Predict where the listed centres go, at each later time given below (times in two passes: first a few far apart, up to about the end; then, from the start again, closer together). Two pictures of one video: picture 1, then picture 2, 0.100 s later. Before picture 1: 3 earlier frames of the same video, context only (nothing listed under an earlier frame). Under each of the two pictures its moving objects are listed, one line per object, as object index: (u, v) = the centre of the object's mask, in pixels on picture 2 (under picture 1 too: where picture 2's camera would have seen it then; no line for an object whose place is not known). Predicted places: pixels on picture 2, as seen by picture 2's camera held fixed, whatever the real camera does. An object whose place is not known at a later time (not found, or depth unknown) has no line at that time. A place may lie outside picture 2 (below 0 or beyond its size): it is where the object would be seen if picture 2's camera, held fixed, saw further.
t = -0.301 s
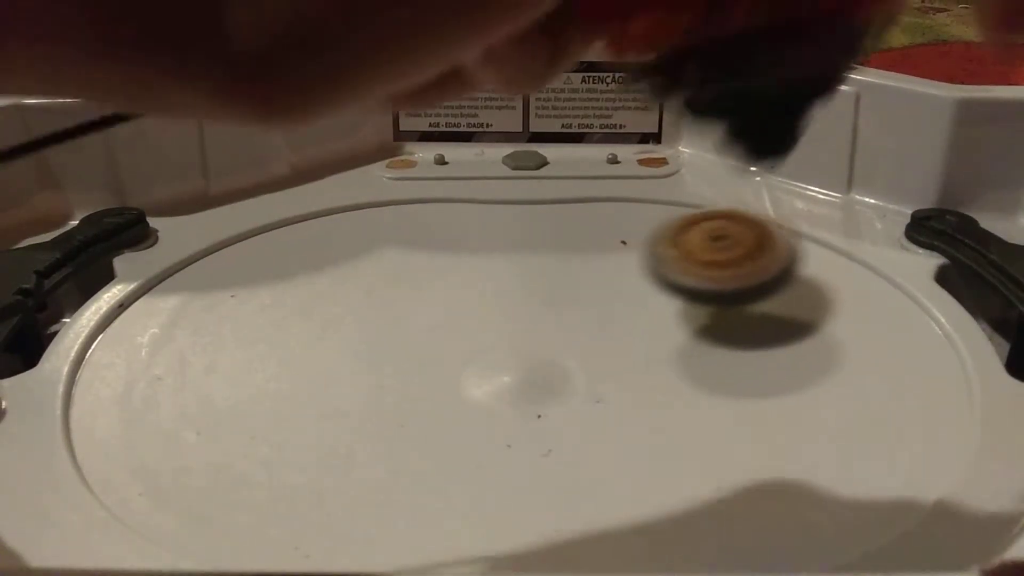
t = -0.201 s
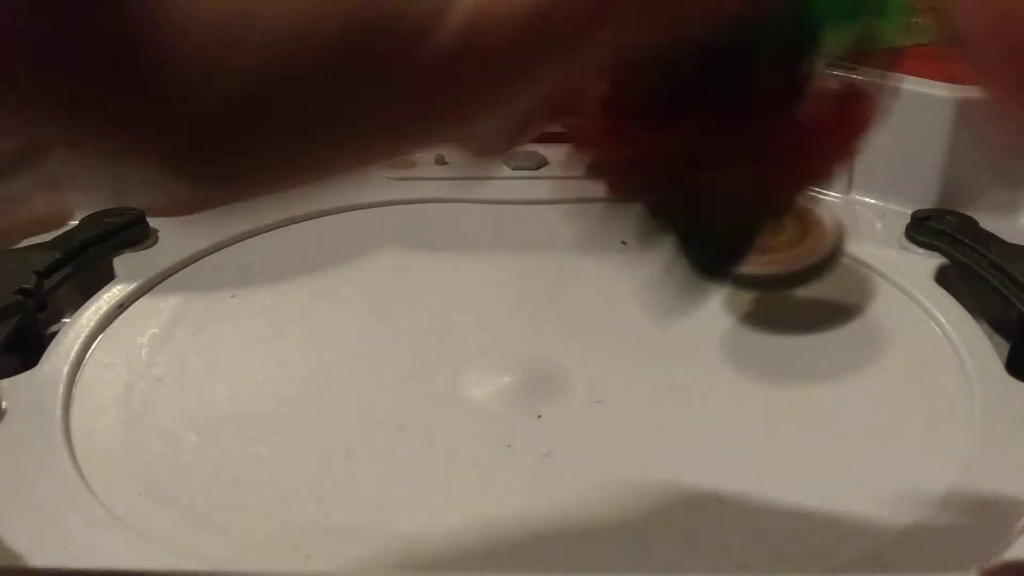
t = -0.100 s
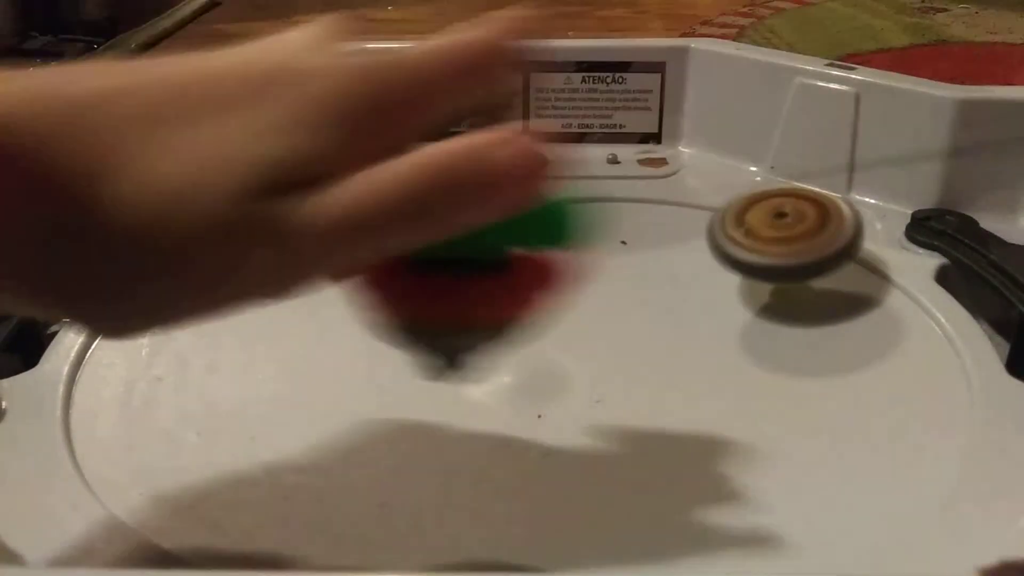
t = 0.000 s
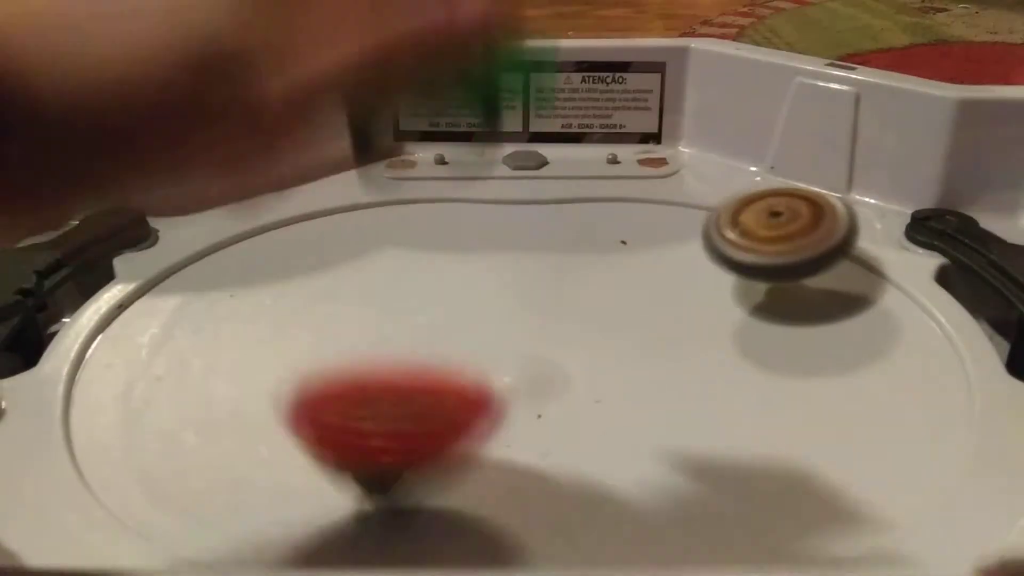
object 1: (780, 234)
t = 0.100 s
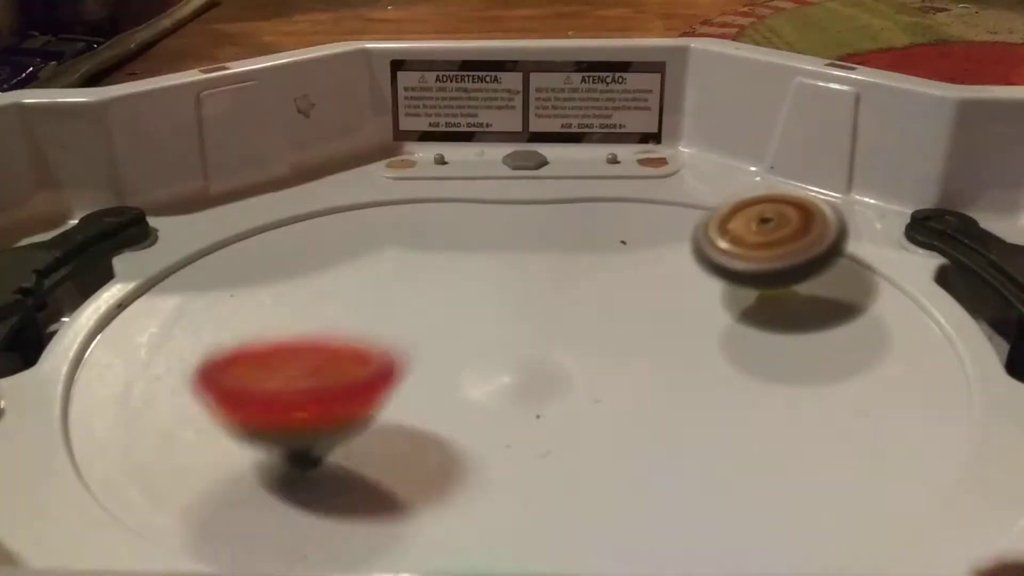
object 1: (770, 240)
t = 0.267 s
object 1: (755, 257)
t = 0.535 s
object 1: (735, 311)
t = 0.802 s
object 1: (730, 380)
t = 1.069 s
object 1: (736, 419)
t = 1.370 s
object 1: (704, 419)
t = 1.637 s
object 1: (611, 402)
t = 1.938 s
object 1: (459, 365)
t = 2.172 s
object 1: (346, 338)
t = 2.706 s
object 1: (414, 349)
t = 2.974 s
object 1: (489, 286)
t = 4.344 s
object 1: (706, 286)
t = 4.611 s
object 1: (612, 302)
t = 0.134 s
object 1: (767, 243)
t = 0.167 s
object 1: (764, 247)
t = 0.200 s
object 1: (760, 250)
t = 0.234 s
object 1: (758, 254)
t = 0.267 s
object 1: (755, 257)
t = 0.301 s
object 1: (752, 262)
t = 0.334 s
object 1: (750, 267)
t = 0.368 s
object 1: (748, 274)
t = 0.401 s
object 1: (746, 280)
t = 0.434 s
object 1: (742, 288)
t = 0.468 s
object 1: (740, 295)
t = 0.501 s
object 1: (737, 302)
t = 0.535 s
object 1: (735, 311)
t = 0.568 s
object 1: (734, 320)
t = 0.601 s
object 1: (732, 330)
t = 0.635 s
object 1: (731, 338)
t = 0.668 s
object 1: (731, 347)
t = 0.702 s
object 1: (730, 356)
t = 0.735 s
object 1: (730, 364)
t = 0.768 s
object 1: (730, 372)
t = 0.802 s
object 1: (730, 380)
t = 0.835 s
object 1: (732, 387)
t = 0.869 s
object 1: (732, 393)
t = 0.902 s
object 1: (733, 398)
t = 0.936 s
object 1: (733, 403)
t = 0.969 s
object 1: (734, 408)
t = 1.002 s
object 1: (733, 412)
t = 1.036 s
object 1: (734, 416)
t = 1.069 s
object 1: (736, 419)
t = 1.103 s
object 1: (735, 421)
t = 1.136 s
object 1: (733, 422)
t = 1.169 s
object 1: (732, 422)
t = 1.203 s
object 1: (729, 421)
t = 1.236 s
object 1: (726, 421)
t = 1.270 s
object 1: (722, 421)
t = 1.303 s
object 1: (717, 420)
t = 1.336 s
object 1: (711, 420)
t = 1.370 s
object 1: (704, 419)
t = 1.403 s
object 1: (696, 418)
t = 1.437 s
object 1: (687, 417)
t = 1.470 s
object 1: (676, 415)
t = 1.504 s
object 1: (666, 413)
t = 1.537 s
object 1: (654, 411)
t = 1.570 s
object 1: (641, 408)
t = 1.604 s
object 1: (626, 406)
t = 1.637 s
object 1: (611, 402)
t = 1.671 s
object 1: (593, 399)
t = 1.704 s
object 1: (574, 396)
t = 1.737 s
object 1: (557, 393)
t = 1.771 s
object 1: (542, 389)
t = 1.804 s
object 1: (528, 385)
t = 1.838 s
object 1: (513, 381)
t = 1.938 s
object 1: (459, 365)
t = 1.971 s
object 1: (443, 360)
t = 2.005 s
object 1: (429, 356)
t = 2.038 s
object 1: (413, 352)
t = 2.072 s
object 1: (398, 348)
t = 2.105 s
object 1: (383, 344)
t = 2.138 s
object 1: (367, 341)
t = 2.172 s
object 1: (346, 338)
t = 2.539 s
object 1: (315, 333)
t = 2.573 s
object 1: (344, 339)
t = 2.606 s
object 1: (370, 344)
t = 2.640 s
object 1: (389, 346)
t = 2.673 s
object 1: (404, 348)
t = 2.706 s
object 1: (414, 349)
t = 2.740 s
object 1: (425, 345)
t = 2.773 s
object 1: (435, 340)
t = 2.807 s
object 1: (447, 333)
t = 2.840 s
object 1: (461, 326)
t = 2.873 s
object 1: (474, 316)
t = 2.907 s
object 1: (483, 304)
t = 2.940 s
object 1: (488, 294)
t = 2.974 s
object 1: (489, 286)
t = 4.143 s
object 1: (755, 319)
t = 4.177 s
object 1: (748, 312)
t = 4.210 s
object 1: (742, 305)
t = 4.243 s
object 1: (733, 299)
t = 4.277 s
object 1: (725, 293)
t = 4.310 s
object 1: (715, 289)
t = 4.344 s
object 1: (706, 286)
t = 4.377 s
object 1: (697, 285)
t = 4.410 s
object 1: (687, 284)
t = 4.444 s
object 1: (677, 285)
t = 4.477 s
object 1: (666, 287)
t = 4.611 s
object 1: (612, 302)
